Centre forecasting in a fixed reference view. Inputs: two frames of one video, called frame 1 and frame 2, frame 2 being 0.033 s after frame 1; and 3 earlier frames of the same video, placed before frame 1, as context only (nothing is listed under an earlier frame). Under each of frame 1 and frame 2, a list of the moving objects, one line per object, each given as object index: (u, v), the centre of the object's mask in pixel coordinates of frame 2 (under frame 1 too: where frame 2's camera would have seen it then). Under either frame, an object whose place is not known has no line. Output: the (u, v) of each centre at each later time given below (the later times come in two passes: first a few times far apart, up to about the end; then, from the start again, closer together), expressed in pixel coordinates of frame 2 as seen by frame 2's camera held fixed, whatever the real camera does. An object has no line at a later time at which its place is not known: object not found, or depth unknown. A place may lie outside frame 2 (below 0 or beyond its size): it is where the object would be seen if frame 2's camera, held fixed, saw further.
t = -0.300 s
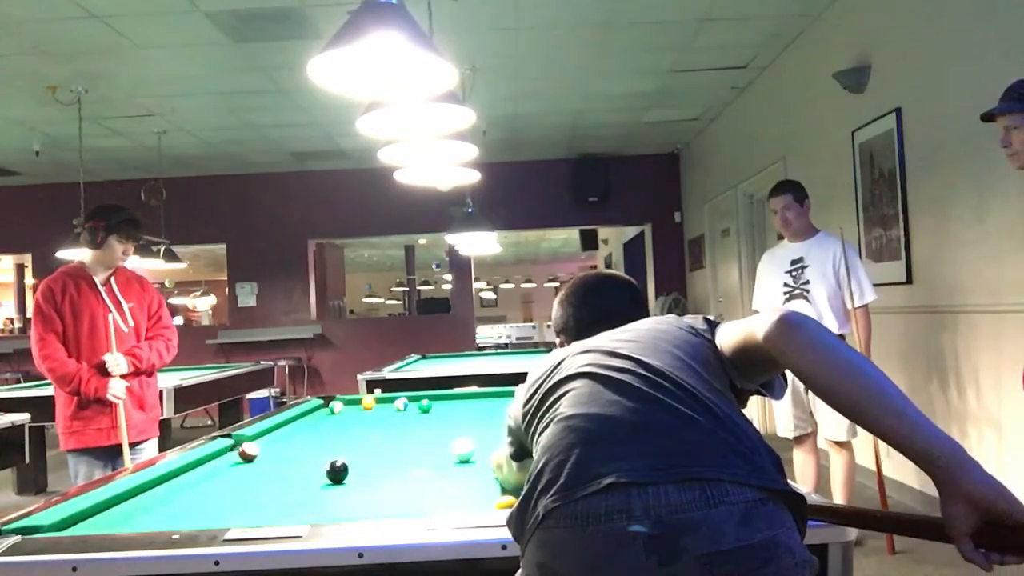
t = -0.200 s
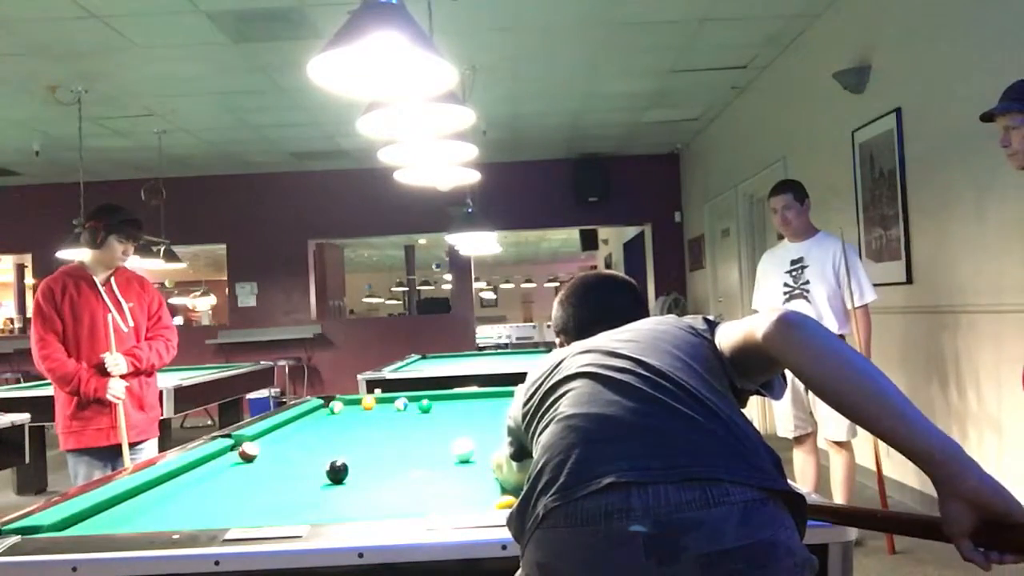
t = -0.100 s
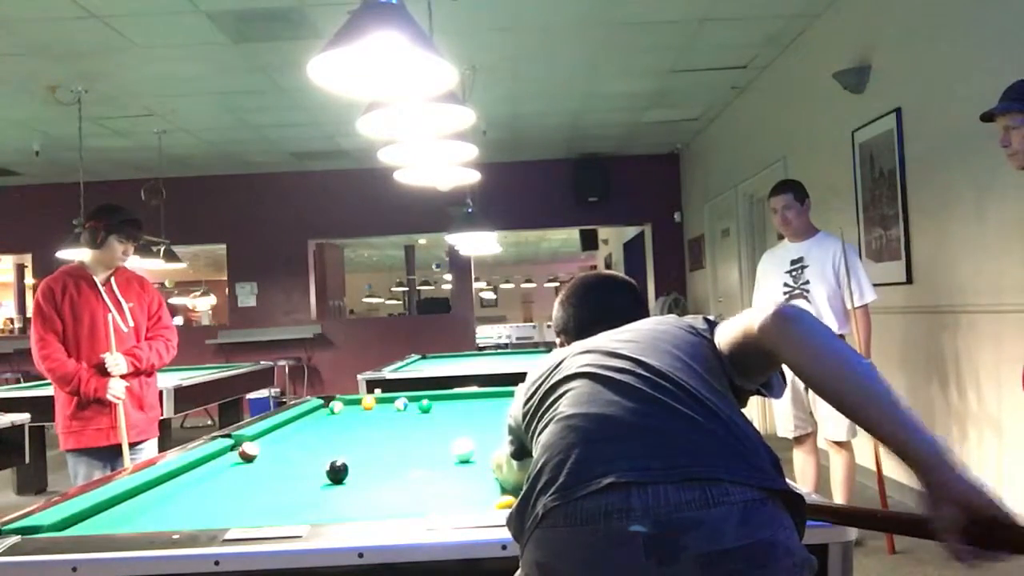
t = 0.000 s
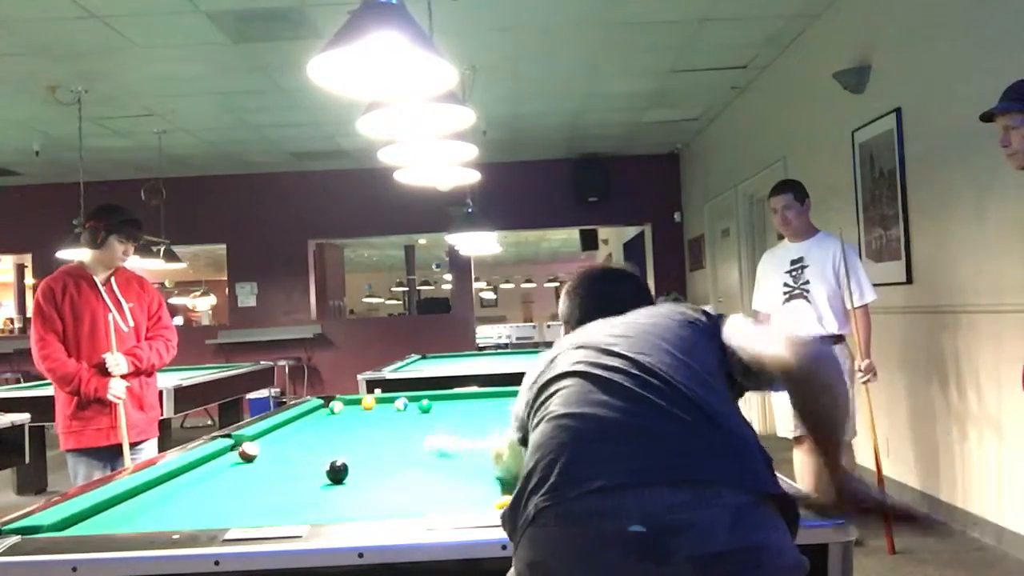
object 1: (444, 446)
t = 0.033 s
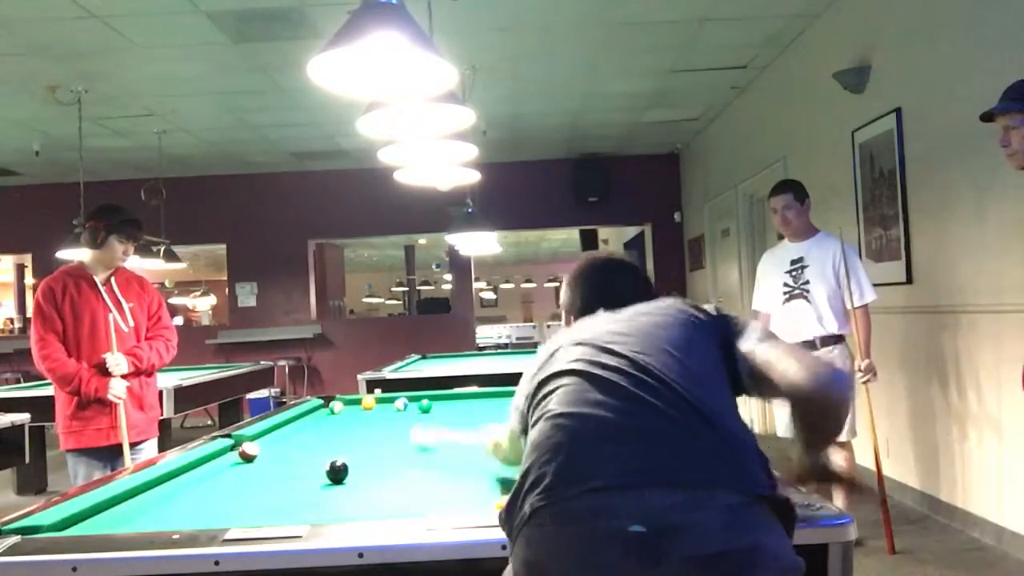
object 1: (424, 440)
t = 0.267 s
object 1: (338, 417)
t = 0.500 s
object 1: (321, 407)
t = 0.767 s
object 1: (333, 404)
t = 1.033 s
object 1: (345, 402)
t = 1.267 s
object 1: (356, 400)
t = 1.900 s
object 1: (365, 400)
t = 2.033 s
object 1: (366, 400)
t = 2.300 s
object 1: (366, 400)
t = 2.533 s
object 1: (367, 401)
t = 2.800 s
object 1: (367, 401)
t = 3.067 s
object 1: (368, 401)
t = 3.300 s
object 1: (368, 401)
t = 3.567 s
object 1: (368, 401)
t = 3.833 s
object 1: (368, 401)
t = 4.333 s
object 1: (368, 401)
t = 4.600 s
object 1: (368, 401)
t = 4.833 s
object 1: (368, 401)
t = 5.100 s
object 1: (368, 401)
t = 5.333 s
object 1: (368, 401)
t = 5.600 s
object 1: (368, 401)
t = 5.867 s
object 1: (368, 401)
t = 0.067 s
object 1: (407, 435)
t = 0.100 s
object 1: (393, 431)
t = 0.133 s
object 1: (380, 428)
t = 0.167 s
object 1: (369, 424)
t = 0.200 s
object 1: (358, 421)
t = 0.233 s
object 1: (348, 419)
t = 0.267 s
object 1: (338, 417)
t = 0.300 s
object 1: (329, 415)
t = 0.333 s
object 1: (322, 412)
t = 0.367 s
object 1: (314, 410)
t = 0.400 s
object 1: (315, 409)
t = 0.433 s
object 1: (320, 407)
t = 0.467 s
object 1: (320, 407)
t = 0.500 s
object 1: (321, 407)
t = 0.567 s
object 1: (323, 406)
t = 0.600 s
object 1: (325, 405)
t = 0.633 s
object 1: (326, 405)
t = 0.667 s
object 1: (328, 405)
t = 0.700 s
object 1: (330, 405)
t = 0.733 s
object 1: (332, 404)
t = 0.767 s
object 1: (333, 404)
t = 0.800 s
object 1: (335, 404)
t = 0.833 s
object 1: (336, 403)
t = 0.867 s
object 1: (338, 403)
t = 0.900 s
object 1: (339, 403)
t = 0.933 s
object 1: (341, 402)
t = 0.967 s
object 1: (343, 402)
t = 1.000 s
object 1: (344, 402)
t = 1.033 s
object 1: (345, 402)
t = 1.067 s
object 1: (348, 402)
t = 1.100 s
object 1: (350, 401)
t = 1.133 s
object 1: (351, 401)
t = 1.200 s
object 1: (353, 400)
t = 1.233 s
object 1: (354, 400)
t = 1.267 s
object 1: (356, 400)
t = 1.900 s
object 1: (365, 400)
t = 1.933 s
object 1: (365, 400)
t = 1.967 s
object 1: (365, 400)
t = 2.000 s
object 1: (365, 400)
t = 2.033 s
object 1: (366, 400)
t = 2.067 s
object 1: (366, 400)
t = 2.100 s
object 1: (366, 400)
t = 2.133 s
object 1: (366, 400)
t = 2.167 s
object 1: (366, 400)
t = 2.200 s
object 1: (366, 400)
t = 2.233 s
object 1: (366, 400)
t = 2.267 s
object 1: (366, 400)
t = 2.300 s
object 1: (366, 400)
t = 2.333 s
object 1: (367, 400)
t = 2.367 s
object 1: (367, 400)
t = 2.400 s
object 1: (367, 401)
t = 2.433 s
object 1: (367, 401)
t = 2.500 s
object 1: (367, 401)
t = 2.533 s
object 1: (367, 401)
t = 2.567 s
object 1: (367, 401)
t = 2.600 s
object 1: (367, 401)
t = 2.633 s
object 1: (367, 401)
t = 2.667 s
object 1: (367, 401)
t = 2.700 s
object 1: (367, 401)
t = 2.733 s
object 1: (367, 401)
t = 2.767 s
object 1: (367, 401)
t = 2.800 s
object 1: (367, 401)
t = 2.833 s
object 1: (367, 401)
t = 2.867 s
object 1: (367, 401)
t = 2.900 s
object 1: (367, 401)
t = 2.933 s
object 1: (368, 401)
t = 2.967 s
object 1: (368, 401)
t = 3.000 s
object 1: (368, 401)
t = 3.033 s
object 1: (368, 401)
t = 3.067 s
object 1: (368, 401)
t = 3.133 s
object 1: (368, 401)
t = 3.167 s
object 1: (368, 401)
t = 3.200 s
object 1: (368, 401)
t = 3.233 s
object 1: (368, 401)
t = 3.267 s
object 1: (368, 401)
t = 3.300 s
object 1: (368, 401)
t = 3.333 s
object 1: (368, 401)
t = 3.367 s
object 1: (368, 401)
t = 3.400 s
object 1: (368, 401)
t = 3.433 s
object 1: (368, 401)
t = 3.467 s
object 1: (368, 401)
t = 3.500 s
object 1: (368, 401)
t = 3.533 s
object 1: (368, 401)
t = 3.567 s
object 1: (368, 401)
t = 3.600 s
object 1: (368, 401)
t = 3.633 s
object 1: (368, 401)
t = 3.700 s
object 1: (368, 401)
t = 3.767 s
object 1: (368, 401)
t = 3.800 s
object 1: (368, 401)
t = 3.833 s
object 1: (368, 401)
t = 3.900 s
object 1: (368, 401)
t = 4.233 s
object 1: (368, 401)
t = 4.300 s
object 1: (368, 401)
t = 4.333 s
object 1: (368, 401)
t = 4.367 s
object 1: (368, 401)
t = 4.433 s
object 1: (368, 401)
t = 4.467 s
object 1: (368, 401)
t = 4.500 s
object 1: (368, 401)
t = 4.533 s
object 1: (368, 401)
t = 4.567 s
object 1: (368, 401)
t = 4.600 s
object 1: (368, 401)
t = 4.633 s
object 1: (368, 401)
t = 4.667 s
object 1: (368, 401)
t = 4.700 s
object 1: (368, 401)
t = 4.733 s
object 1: (368, 401)
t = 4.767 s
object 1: (368, 401)
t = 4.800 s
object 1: (368, 401)
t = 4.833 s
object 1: (368, 401)
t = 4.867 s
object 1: (368, 401)
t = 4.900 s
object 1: (368, 401)
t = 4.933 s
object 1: (368, 401)
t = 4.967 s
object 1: (368, 401)
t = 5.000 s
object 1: (368, 401)
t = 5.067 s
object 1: (368, 401)
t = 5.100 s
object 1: (368, 401)
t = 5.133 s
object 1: (368, 401)
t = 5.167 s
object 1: (368, 401)
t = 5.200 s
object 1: (368, 401)
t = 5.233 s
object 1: (368, 401)
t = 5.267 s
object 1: (368, 401)
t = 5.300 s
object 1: (368, 401)
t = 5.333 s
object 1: (368, 401)
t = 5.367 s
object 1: (368, 401)
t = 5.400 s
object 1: (368, 401)
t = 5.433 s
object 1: (368, 401)
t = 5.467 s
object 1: (368, 401)
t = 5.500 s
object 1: (368, 401)
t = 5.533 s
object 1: (368, 401)
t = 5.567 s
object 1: (368, 401)
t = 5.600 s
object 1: (368, 401)
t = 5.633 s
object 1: (368, 401)
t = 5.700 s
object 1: (368, 401)
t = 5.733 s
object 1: (368, 401)
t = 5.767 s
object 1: (368, 401)
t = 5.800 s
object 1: (368, 401)
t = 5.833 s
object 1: (368, 401)
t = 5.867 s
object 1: (368, 401)
